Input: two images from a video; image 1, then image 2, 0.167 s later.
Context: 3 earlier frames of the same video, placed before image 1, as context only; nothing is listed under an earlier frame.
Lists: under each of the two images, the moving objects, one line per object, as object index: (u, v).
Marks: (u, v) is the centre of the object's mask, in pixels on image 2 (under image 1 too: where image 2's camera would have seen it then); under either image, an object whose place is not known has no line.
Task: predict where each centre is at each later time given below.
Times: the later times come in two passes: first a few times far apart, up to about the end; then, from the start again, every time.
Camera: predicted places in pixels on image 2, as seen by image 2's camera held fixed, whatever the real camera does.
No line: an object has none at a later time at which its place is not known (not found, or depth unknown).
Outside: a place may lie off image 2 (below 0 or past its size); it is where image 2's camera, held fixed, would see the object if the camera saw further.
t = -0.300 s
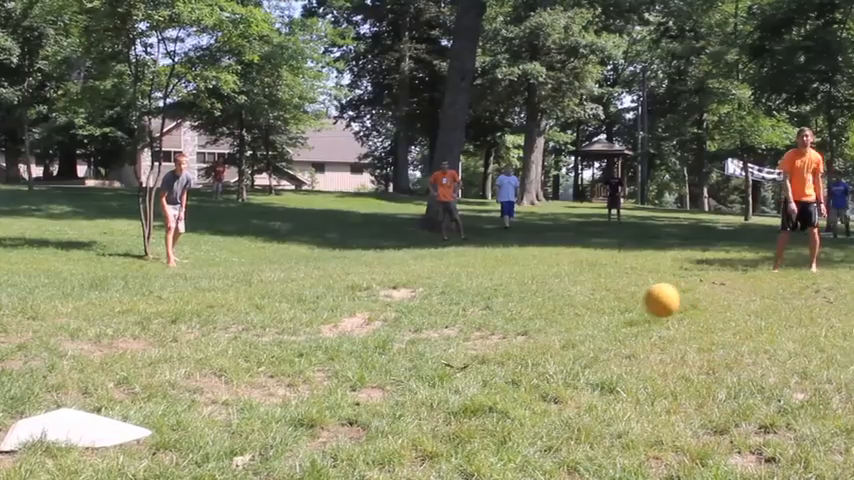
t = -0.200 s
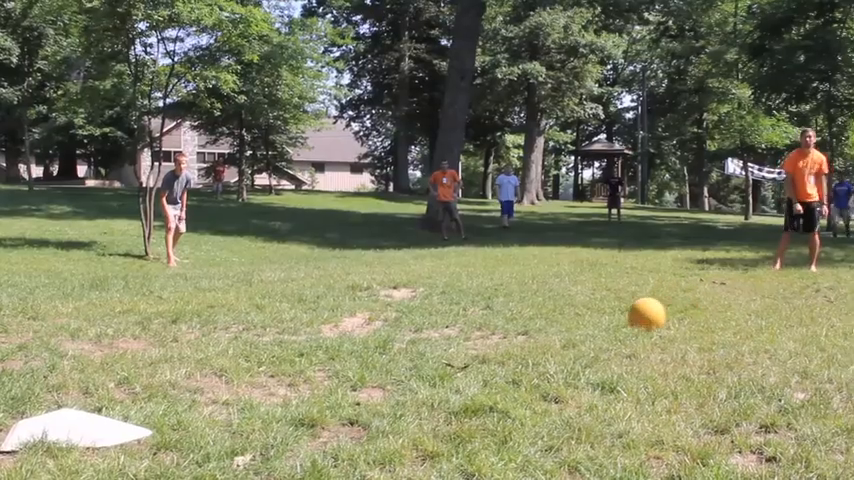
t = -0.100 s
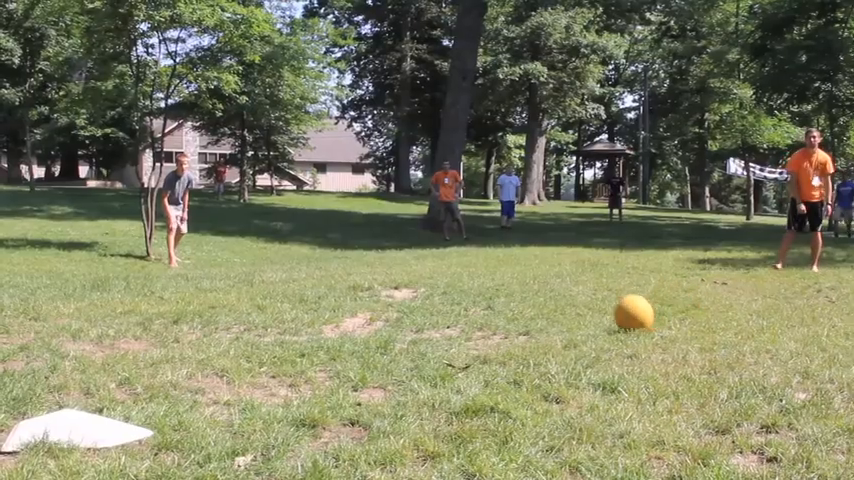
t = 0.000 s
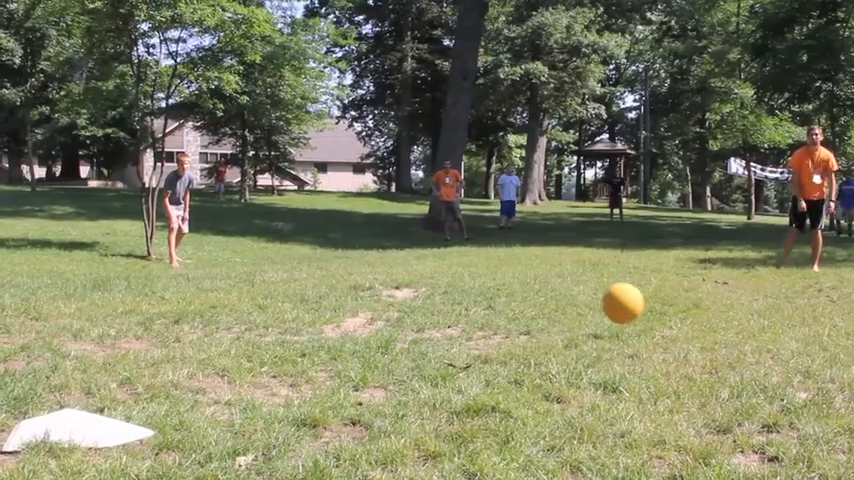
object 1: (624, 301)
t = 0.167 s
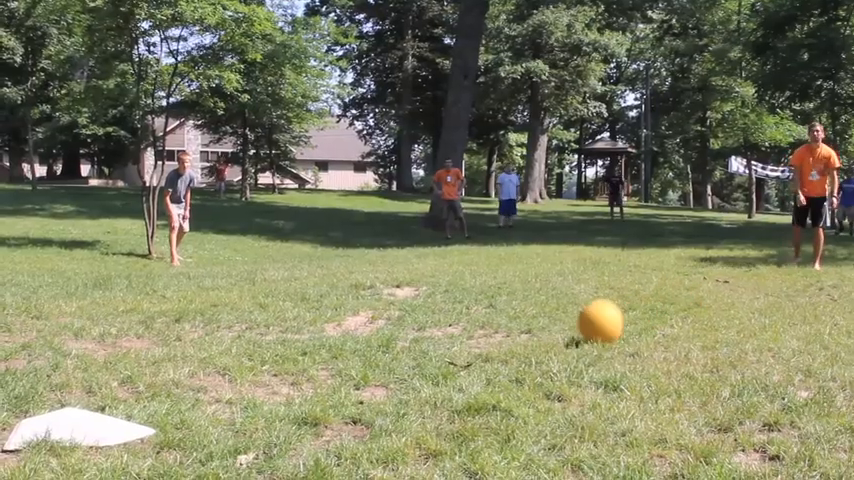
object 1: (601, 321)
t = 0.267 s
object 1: (585, 316)
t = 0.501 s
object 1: (546, 322)
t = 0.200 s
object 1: (595, 328)
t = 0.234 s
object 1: (590, 325)
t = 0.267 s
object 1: (585, 316)
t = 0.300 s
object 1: (580, 310)
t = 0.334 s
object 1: (575, 307)
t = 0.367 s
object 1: (569, 305)
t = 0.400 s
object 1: (564, 305)
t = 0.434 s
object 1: (558, 308)
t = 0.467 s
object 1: (552, 314)
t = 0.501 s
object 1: (546, 322)
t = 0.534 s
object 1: (539, 335)
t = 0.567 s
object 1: (532, 346)
